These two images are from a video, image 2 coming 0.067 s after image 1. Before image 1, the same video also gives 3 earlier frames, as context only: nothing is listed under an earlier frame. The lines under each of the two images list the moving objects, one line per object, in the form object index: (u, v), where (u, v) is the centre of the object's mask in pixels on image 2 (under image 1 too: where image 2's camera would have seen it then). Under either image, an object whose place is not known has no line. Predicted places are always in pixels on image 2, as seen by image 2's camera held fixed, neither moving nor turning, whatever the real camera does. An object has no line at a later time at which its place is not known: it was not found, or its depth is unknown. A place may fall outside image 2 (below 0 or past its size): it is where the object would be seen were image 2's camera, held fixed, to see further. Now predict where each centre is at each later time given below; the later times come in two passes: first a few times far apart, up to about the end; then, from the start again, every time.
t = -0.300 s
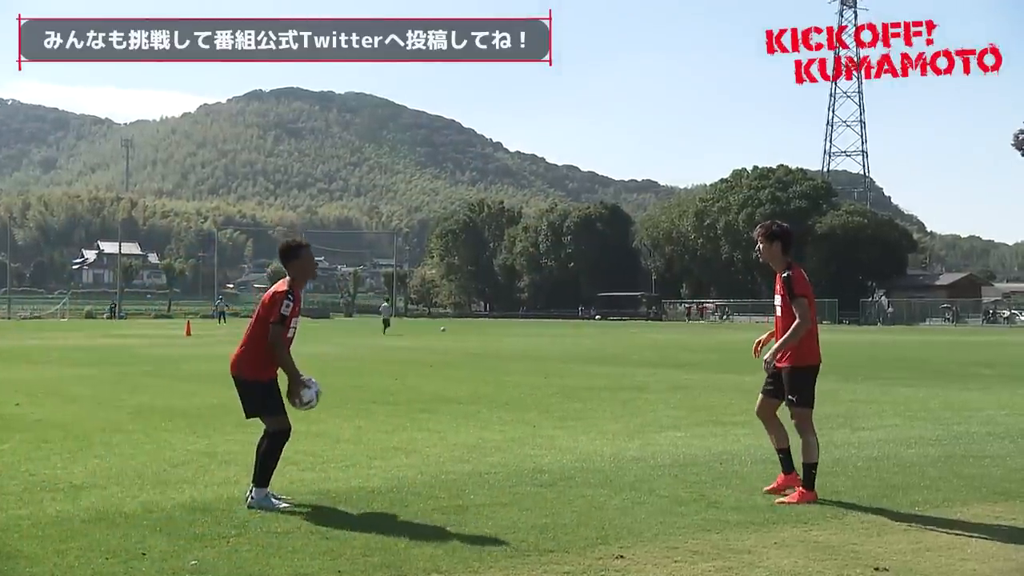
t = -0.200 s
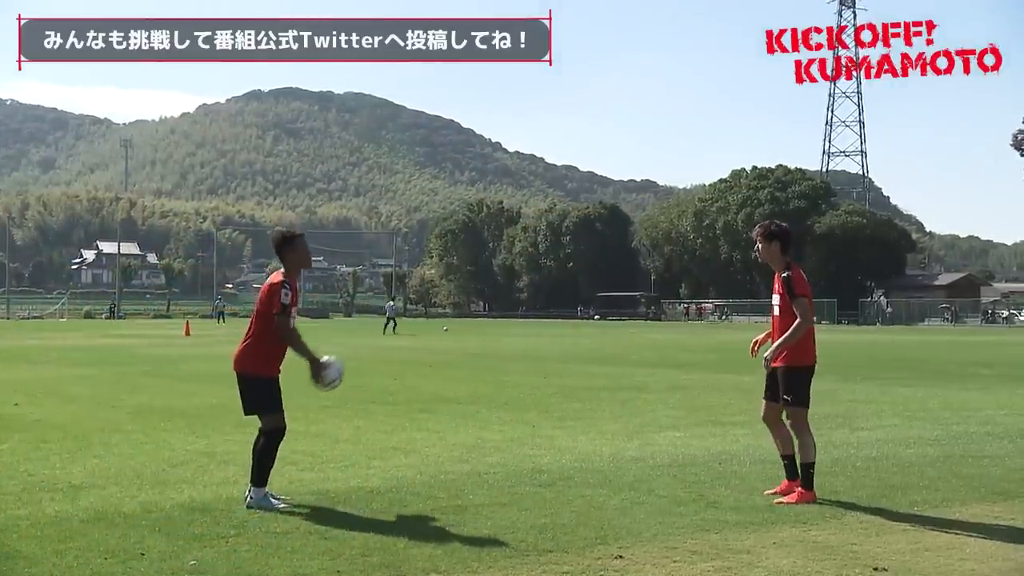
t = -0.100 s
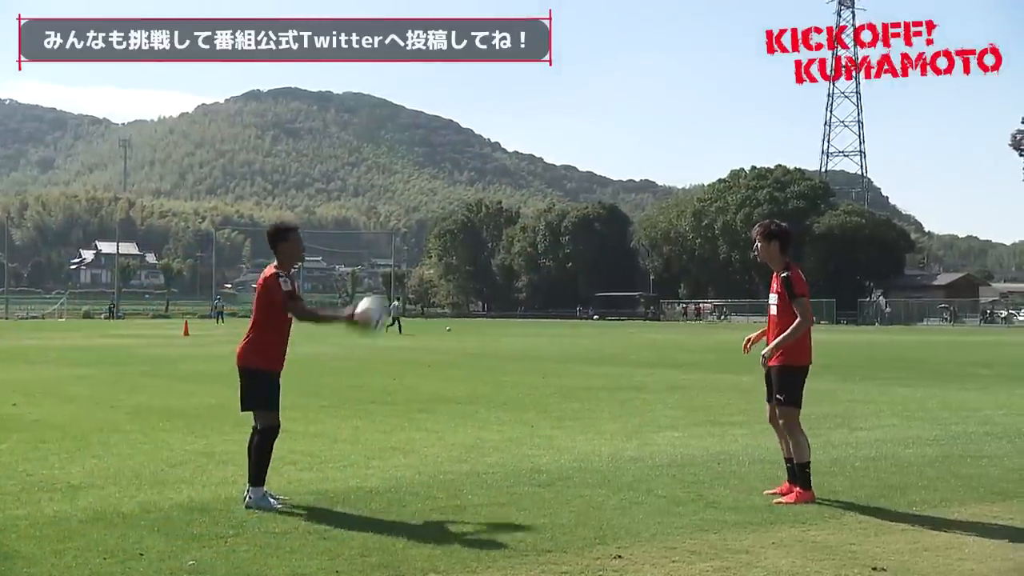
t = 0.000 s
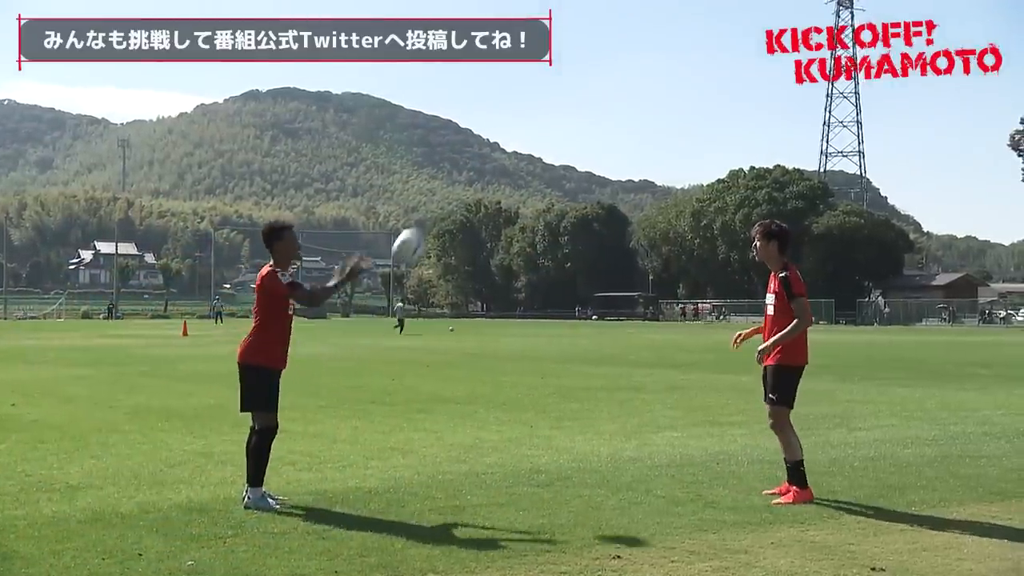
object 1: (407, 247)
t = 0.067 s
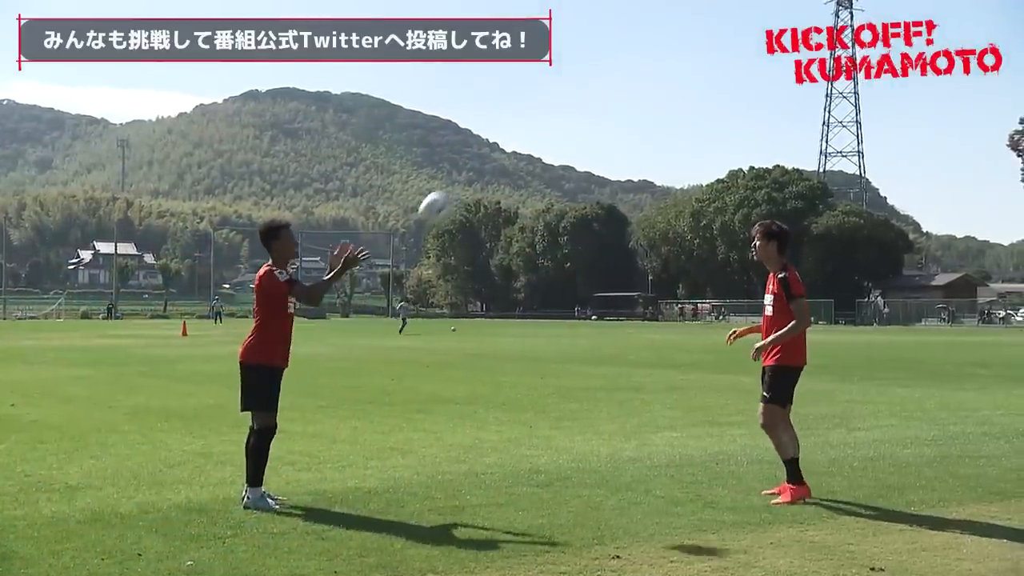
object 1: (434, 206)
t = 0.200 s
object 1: (487, 154)
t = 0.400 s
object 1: (569, 125)
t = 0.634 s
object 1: (659, 163)
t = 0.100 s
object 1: (447, 189)
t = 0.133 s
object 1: (460, 172)
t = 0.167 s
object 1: (473, 160)
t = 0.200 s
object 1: (487, 154)
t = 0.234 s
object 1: (502, 147)
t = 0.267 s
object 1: (517, 139)
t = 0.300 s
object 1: (530, 134)
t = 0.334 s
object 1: (543, 129)
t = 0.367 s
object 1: (556, 126)
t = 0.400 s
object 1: (569, 125)
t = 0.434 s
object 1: (581, 125)
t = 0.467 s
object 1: (594, 127)
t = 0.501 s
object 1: (607, 131)
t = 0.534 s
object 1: (620, 136)
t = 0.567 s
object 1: (633, 143)
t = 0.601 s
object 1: (646, 152)
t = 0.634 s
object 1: (659, 163)
